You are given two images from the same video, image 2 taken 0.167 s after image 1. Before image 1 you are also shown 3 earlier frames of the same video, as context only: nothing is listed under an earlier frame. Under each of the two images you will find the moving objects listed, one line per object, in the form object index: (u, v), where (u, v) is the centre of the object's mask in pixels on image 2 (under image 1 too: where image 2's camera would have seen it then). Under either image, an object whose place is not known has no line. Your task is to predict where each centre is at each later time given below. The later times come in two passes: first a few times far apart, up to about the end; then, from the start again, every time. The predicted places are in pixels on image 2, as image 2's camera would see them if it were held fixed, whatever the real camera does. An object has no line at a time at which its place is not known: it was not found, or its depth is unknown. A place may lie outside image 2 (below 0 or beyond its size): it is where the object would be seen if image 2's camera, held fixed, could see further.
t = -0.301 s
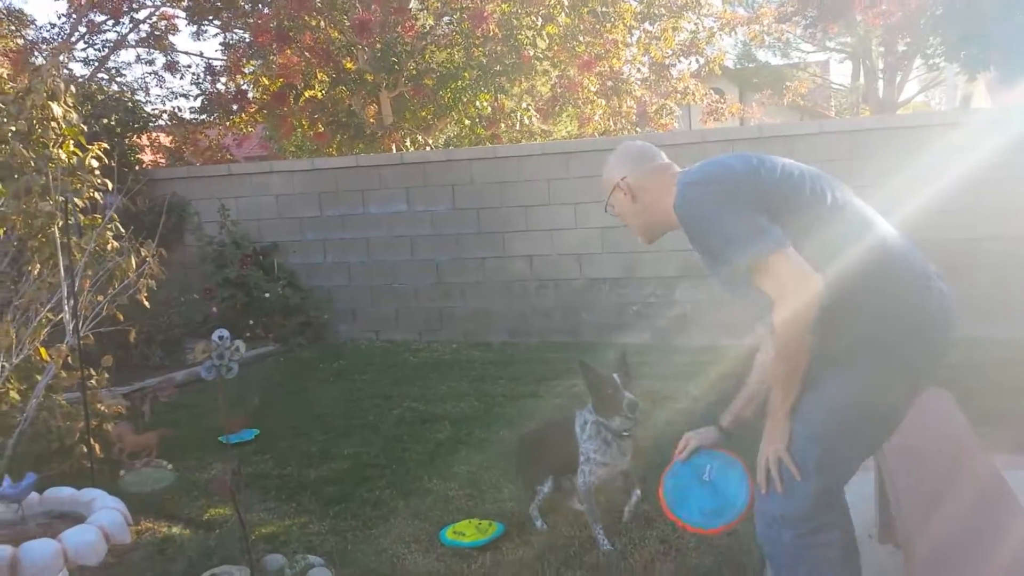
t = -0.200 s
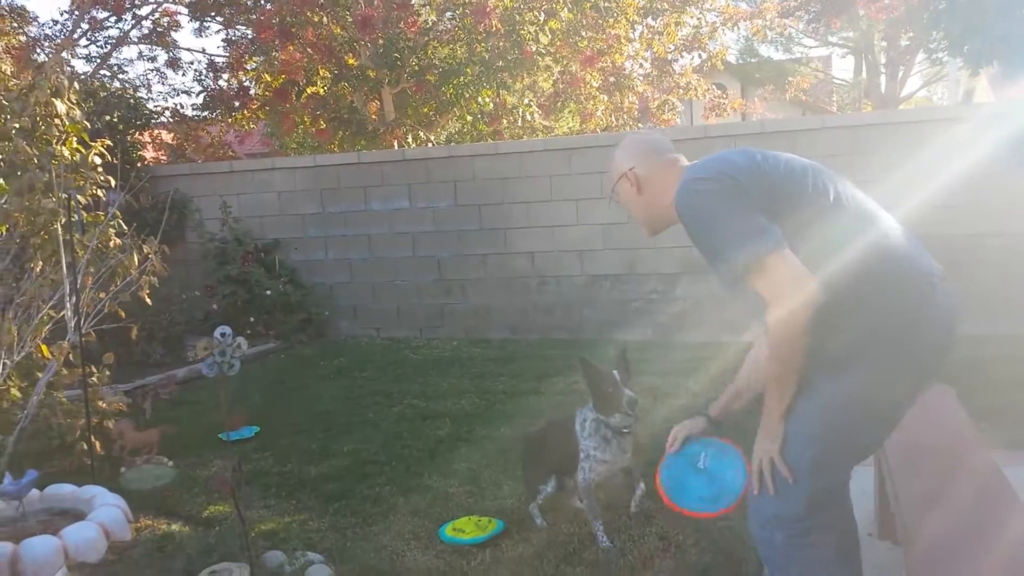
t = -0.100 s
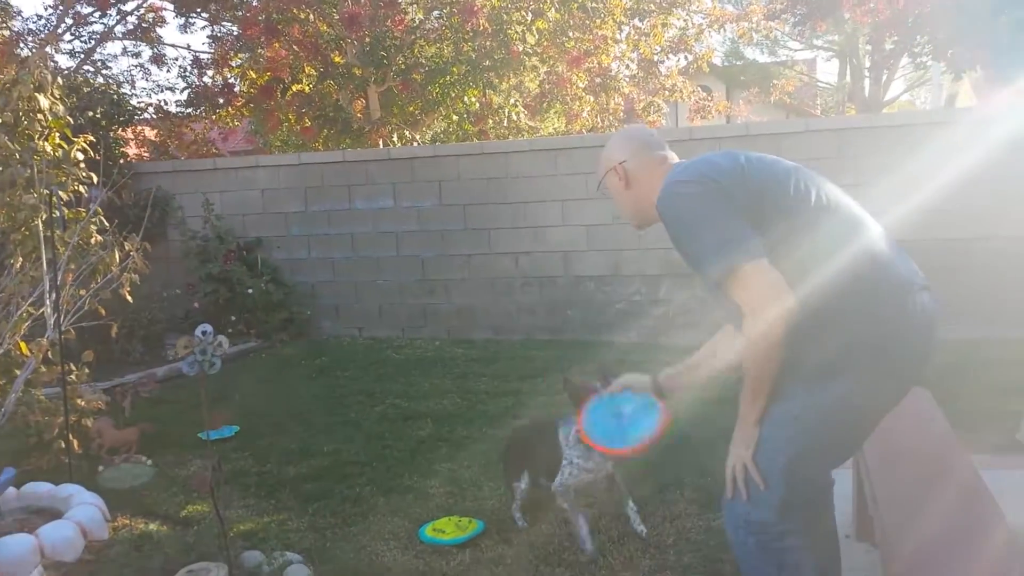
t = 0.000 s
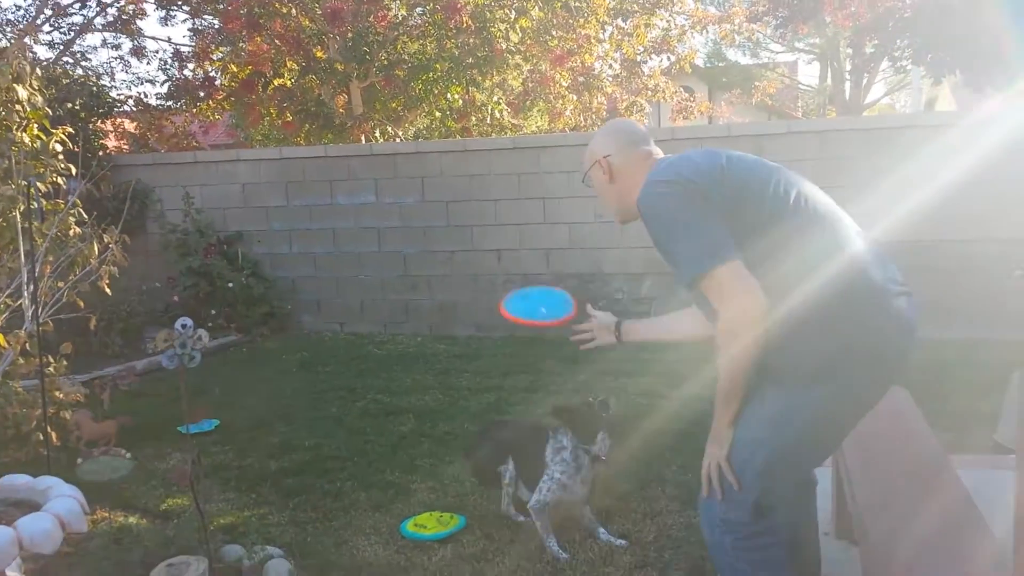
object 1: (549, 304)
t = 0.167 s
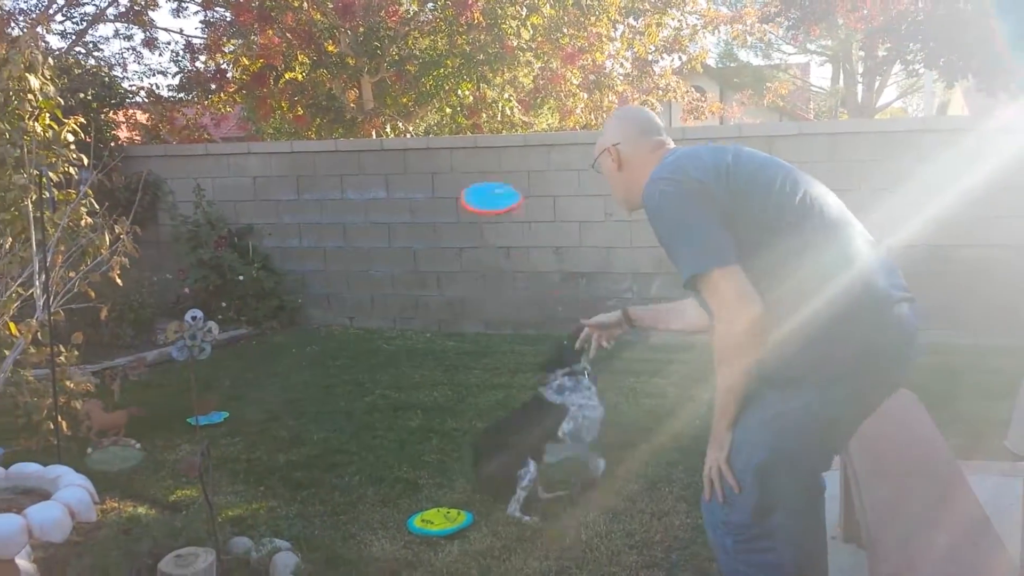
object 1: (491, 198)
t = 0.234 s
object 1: (475, 180)
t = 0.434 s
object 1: (437, 173)
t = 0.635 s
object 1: (404, 199)
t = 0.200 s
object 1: (482, 188)
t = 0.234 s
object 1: (475, 180)
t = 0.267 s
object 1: (467, 176)
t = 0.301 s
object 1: (459, 173)
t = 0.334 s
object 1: (454, 170)
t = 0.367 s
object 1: (448, 171)
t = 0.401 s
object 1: (442, 172)
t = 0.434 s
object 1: (437, 173)
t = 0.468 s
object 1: (431, 176)
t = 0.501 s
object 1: (426, 180)
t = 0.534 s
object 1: (420, 184)
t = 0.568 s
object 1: (415, 188)
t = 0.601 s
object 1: (411, 193)
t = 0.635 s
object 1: (404, 199)
